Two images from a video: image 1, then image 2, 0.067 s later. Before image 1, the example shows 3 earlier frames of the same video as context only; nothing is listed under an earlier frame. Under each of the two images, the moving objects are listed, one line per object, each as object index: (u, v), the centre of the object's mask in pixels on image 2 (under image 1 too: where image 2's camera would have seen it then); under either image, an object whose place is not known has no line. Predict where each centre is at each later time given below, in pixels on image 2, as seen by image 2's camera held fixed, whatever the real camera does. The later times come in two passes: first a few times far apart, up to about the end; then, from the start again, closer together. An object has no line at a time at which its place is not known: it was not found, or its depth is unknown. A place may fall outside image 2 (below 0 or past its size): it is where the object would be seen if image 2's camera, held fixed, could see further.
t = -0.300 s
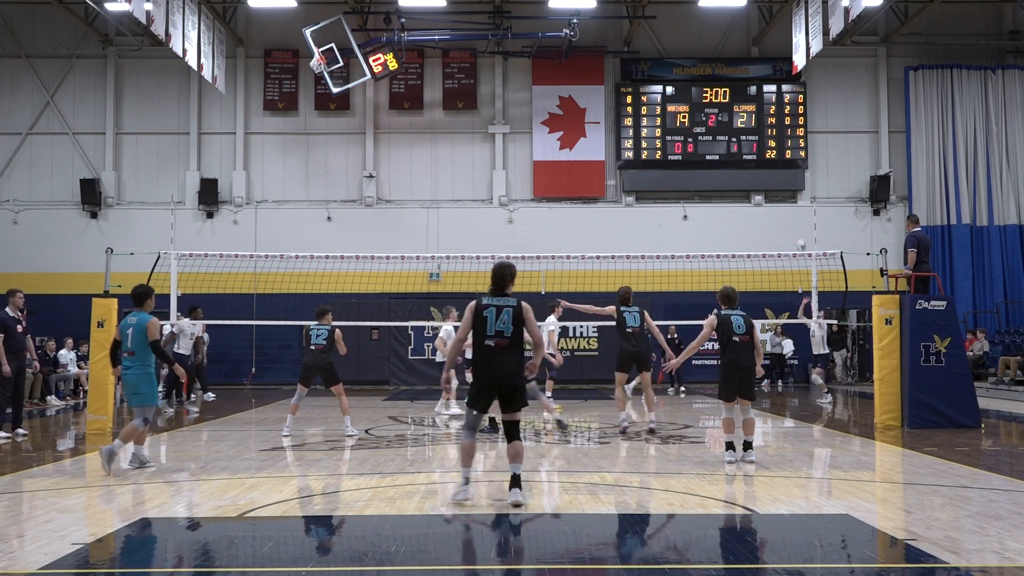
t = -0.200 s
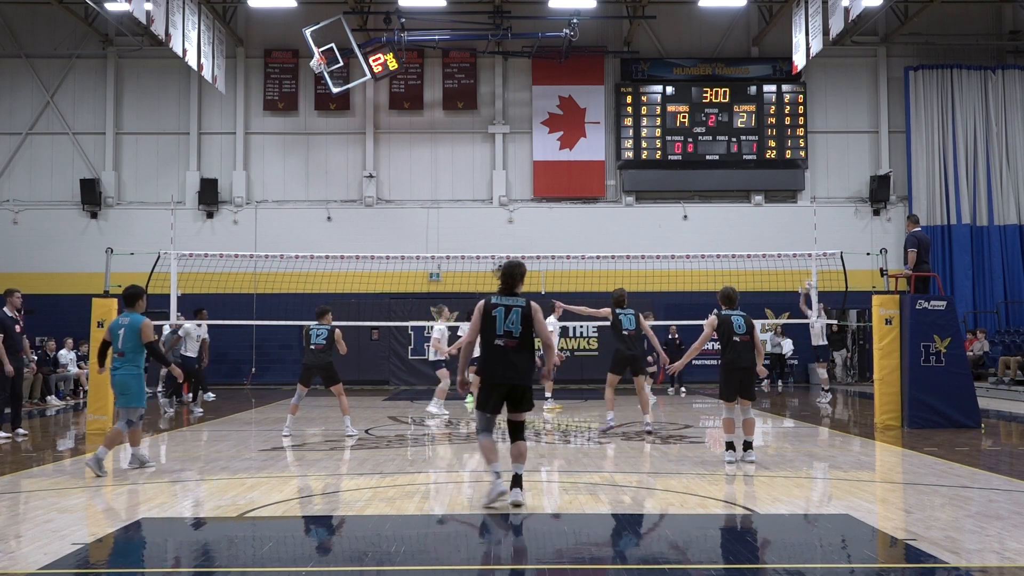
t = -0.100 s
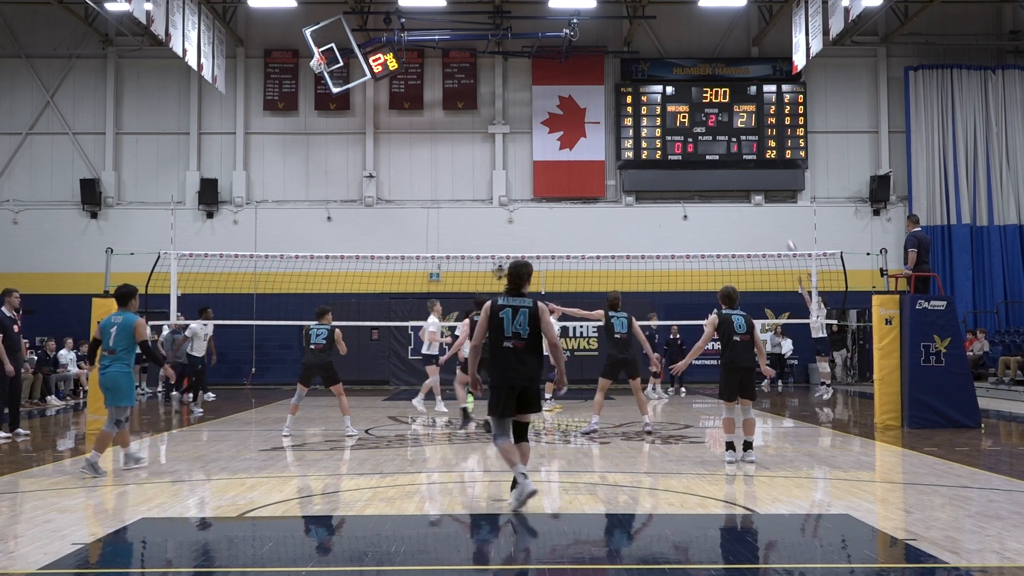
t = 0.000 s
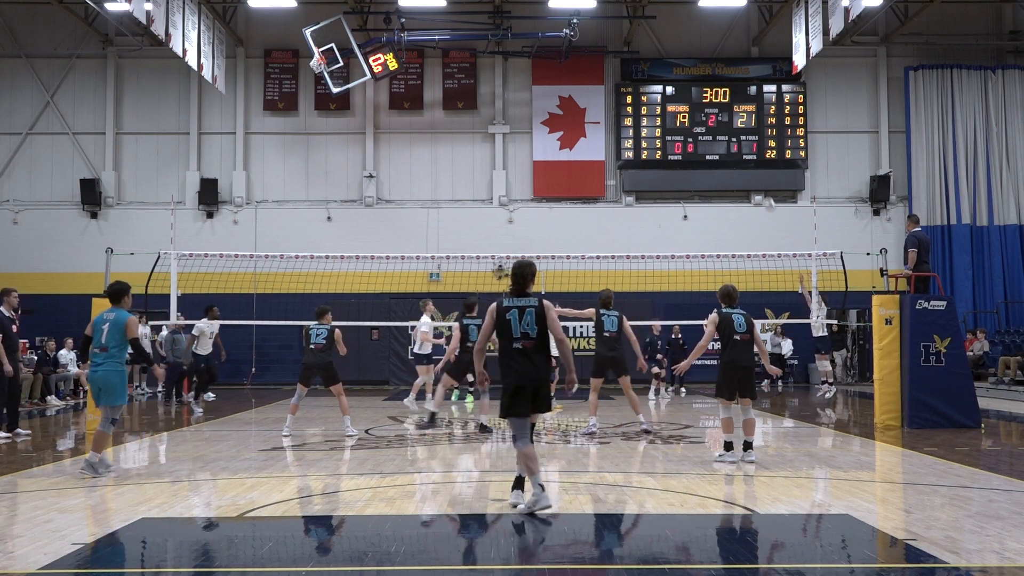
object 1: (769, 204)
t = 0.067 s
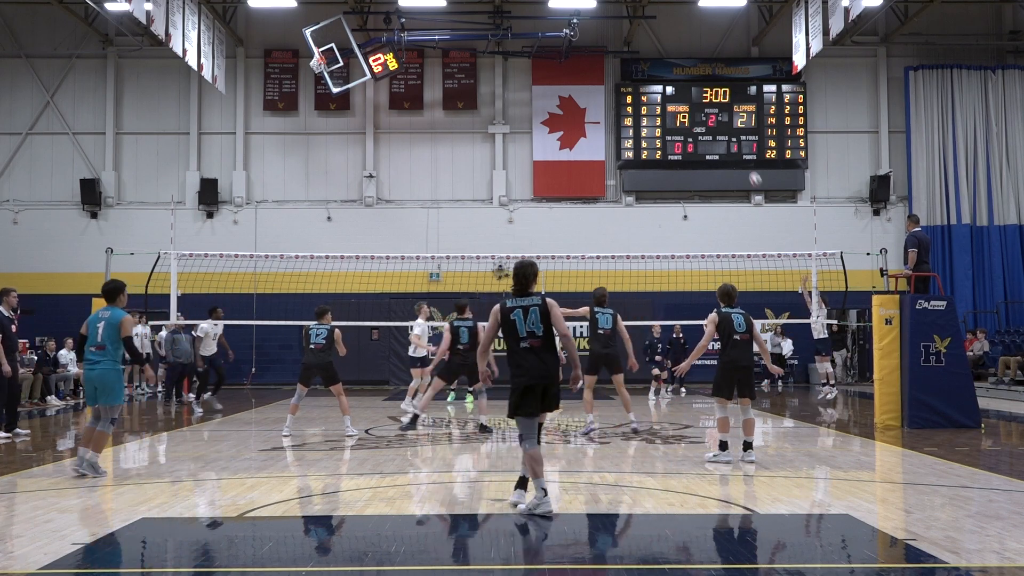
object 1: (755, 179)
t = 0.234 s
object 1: (720, 126)
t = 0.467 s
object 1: (670, 81)
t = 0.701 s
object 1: (621, 55)
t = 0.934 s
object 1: (572, 61)
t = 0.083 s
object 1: (751, 173)
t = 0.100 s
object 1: (748, 167)
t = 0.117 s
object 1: (745, 162)
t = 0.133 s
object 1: (740, 156)
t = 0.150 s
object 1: (737, 150)
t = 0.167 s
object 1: (734, 146)
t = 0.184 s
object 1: (730, 140)
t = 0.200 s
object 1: (727, 135)
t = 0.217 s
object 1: (723, 130)
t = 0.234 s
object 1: (720, 126)
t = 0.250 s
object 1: (717, 122)
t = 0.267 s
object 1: (712, 117)
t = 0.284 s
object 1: (709, 113)
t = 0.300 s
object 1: (705, 109)
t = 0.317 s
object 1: (702, 105)
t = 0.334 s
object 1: (698, 101)
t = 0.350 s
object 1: (695, 98)
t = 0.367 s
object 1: (692, 94)
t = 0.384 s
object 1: (688, 91)
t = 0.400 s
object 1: (679, 88)
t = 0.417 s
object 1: (677, 86)
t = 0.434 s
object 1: (675, 85)
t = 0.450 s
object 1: (672, 83)
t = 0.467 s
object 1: (670, 81)
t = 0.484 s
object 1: (667, 74)
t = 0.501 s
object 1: (663, 72)
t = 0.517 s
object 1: (659, 69)
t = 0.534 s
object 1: (656, 67)
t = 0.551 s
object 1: (652, 65)
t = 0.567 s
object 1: (649, 64)
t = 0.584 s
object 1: (646, 62)
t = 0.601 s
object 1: (642, 61)
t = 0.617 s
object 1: (638, 59)
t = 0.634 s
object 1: (635, 58)
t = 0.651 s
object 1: (631, 57)
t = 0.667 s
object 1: (628, 56)
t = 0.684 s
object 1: (624, 55)
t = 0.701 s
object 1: (621, 55)
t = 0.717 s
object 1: (617, 54)
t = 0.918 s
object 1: (575, 60)
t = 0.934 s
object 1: (572, 61)
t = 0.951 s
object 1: (568, 63)
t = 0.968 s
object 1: (565, 65)
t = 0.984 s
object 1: (562, 66)
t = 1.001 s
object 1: (558, 68)
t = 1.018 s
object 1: (554, 71)
